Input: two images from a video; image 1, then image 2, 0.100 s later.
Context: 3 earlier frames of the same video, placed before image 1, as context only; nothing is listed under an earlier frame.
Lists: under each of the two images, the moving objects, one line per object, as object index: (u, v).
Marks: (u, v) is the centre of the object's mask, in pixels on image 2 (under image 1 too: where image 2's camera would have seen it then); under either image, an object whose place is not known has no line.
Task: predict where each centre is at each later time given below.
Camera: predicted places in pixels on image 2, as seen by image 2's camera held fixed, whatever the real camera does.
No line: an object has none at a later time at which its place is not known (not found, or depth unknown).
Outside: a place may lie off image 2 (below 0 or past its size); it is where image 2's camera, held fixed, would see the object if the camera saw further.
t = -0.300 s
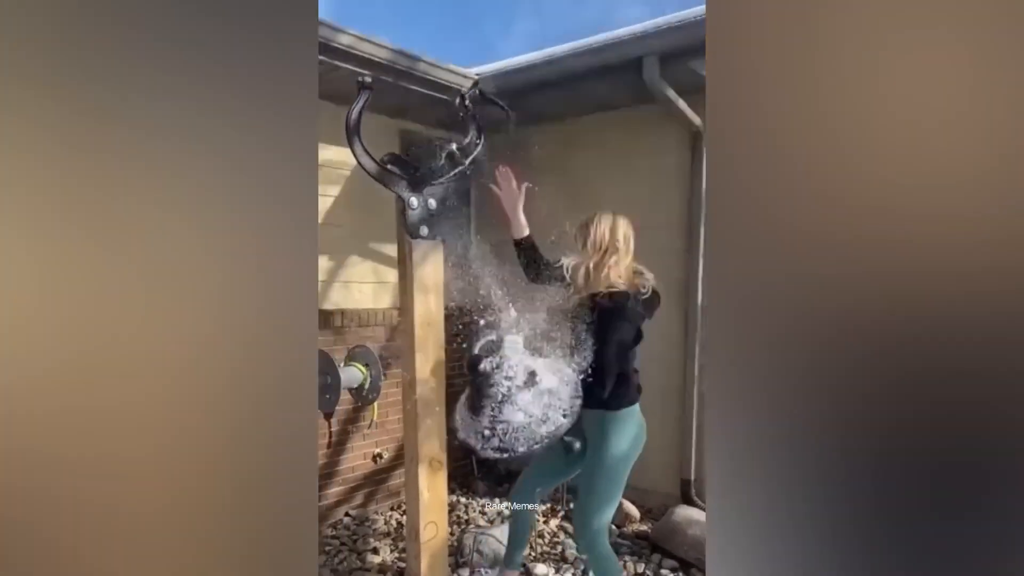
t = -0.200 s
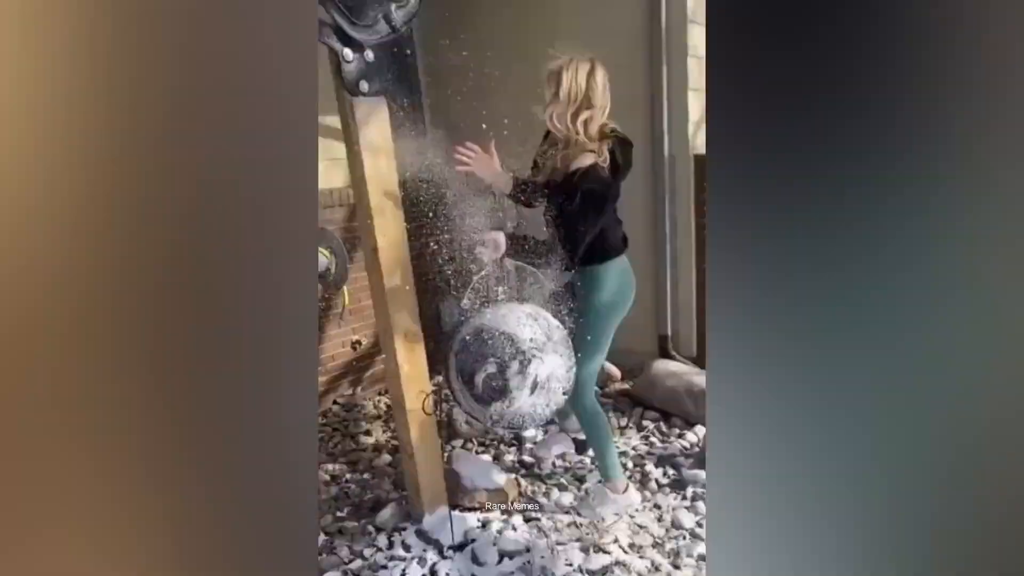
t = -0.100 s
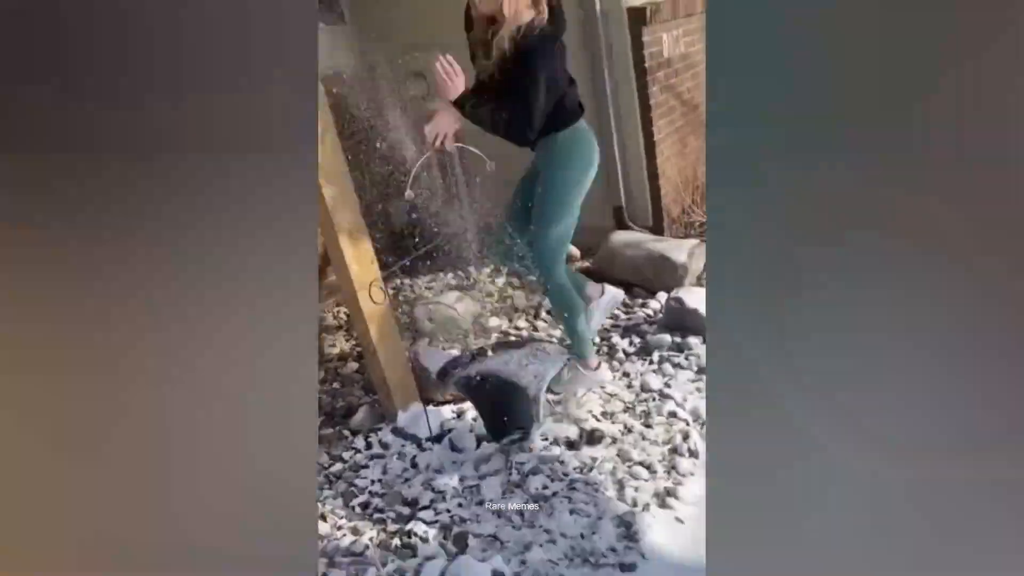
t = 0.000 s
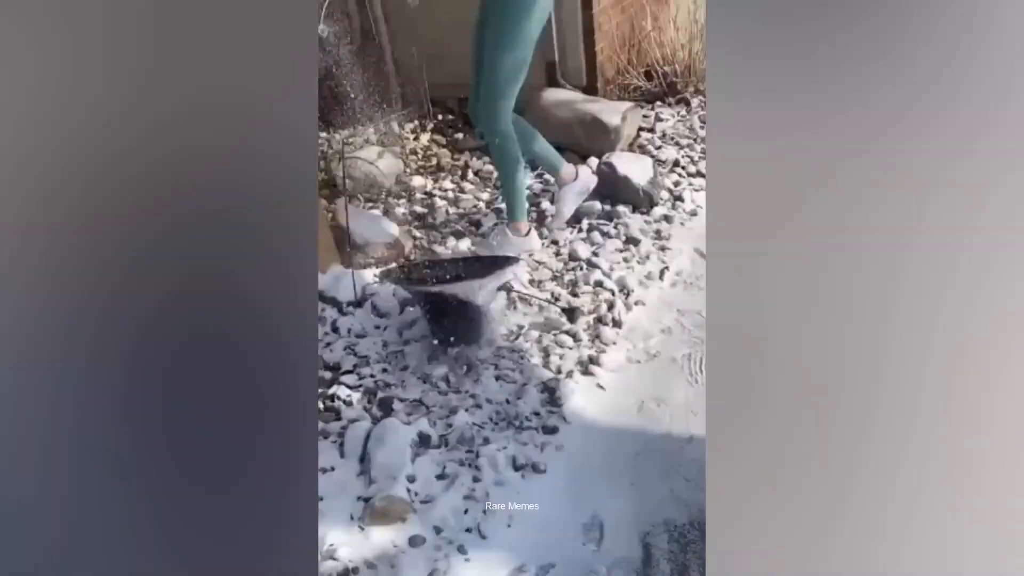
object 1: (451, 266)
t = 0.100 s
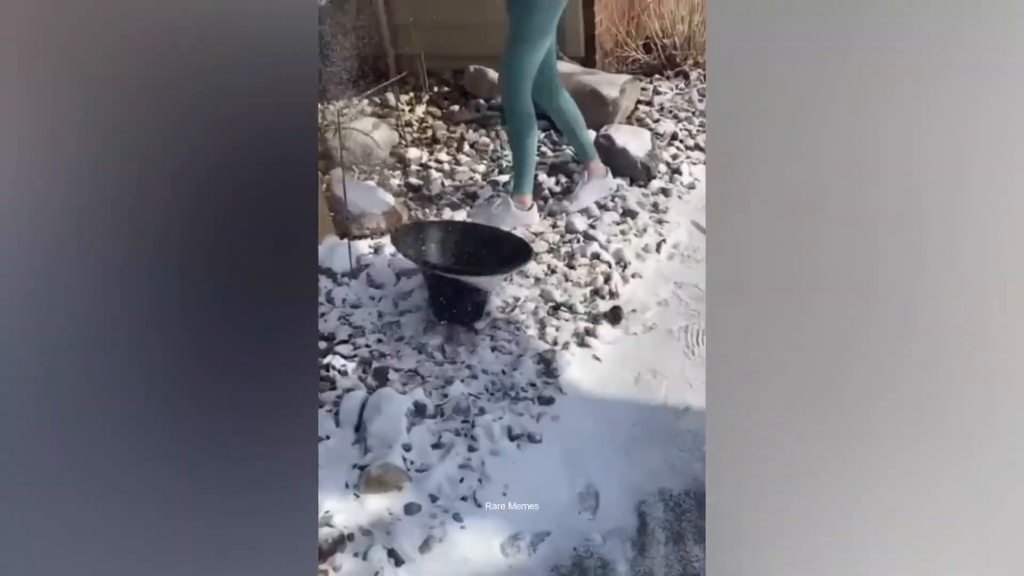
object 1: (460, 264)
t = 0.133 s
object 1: (466, 265)
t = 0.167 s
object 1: (471, 264)
